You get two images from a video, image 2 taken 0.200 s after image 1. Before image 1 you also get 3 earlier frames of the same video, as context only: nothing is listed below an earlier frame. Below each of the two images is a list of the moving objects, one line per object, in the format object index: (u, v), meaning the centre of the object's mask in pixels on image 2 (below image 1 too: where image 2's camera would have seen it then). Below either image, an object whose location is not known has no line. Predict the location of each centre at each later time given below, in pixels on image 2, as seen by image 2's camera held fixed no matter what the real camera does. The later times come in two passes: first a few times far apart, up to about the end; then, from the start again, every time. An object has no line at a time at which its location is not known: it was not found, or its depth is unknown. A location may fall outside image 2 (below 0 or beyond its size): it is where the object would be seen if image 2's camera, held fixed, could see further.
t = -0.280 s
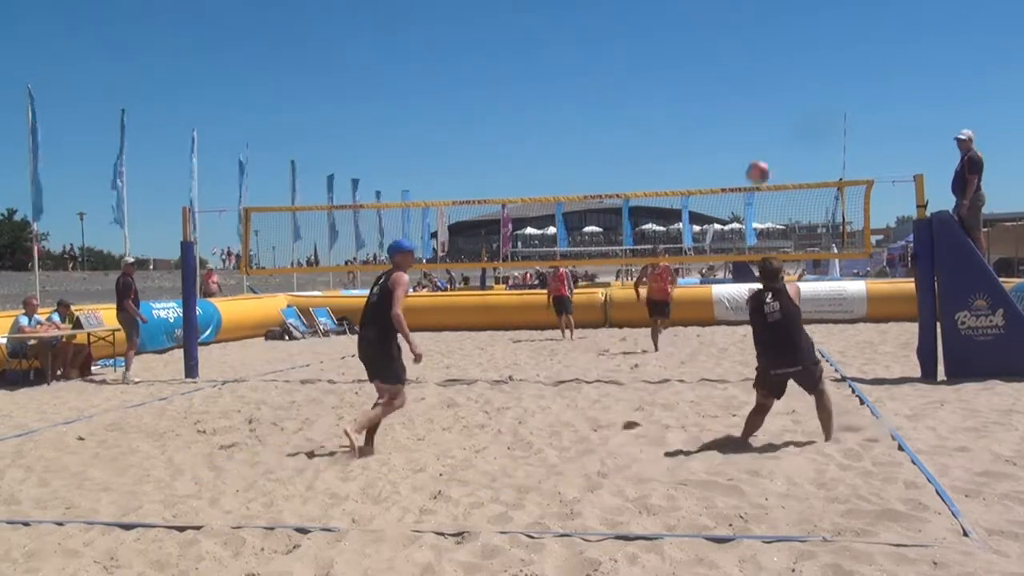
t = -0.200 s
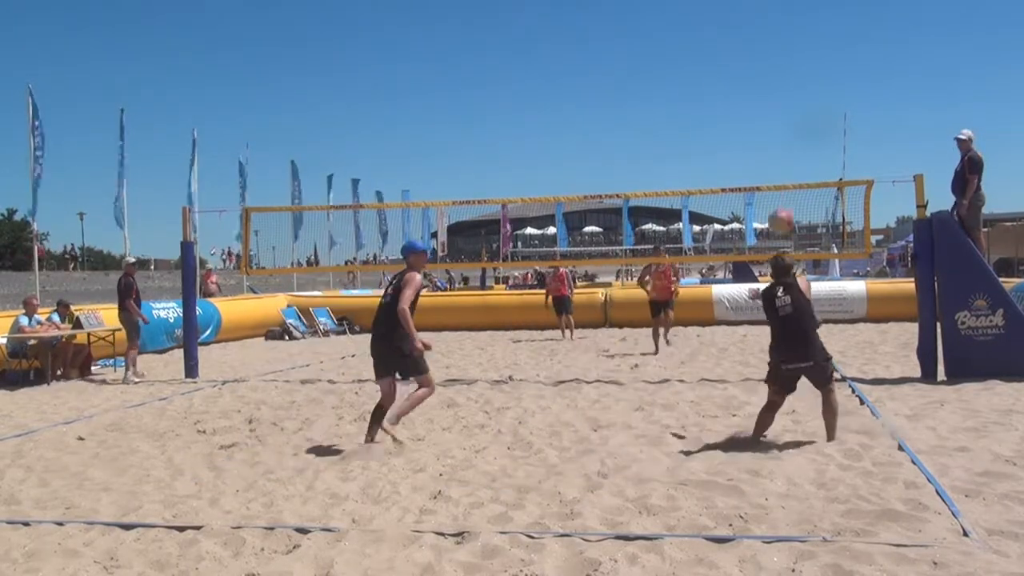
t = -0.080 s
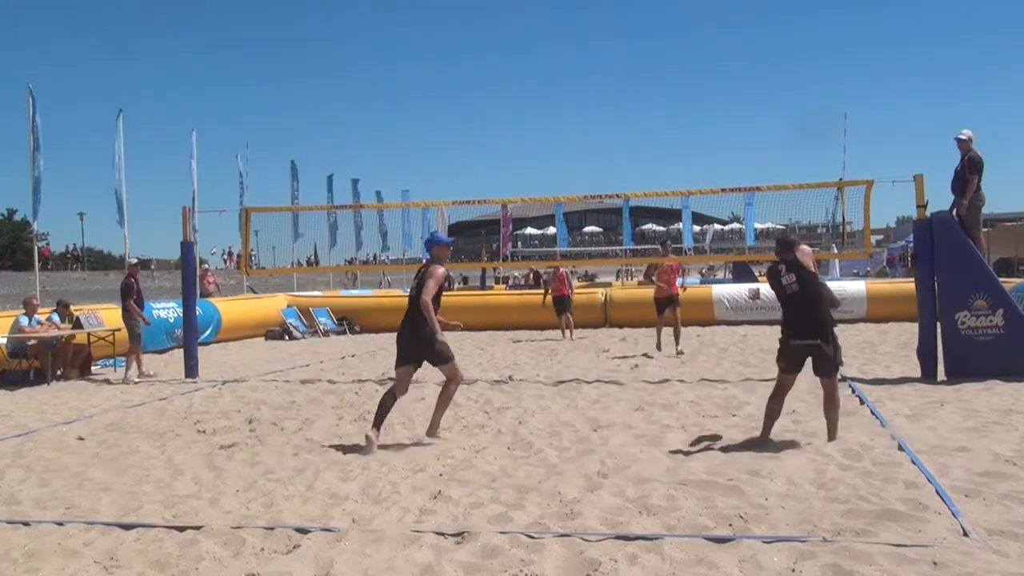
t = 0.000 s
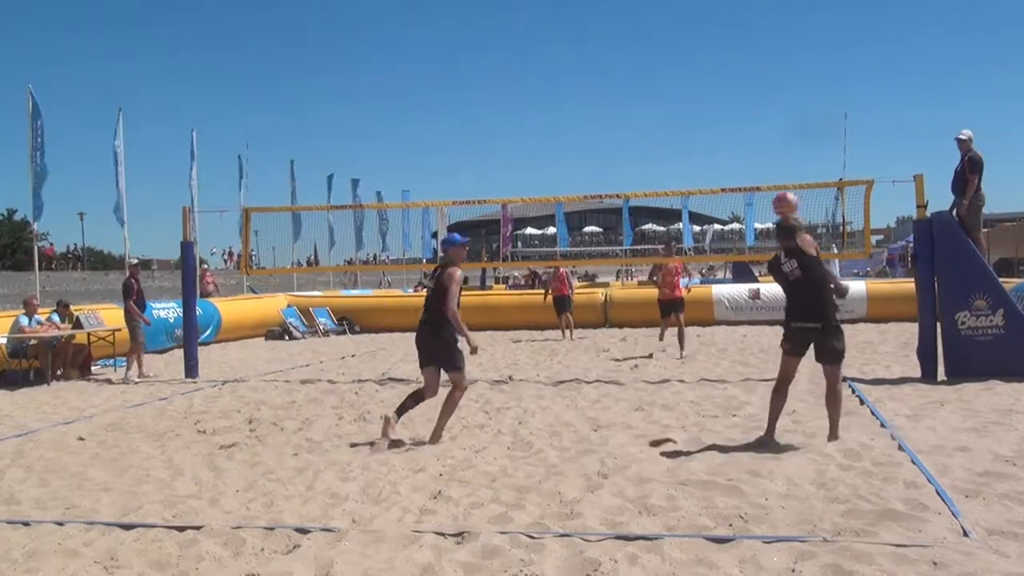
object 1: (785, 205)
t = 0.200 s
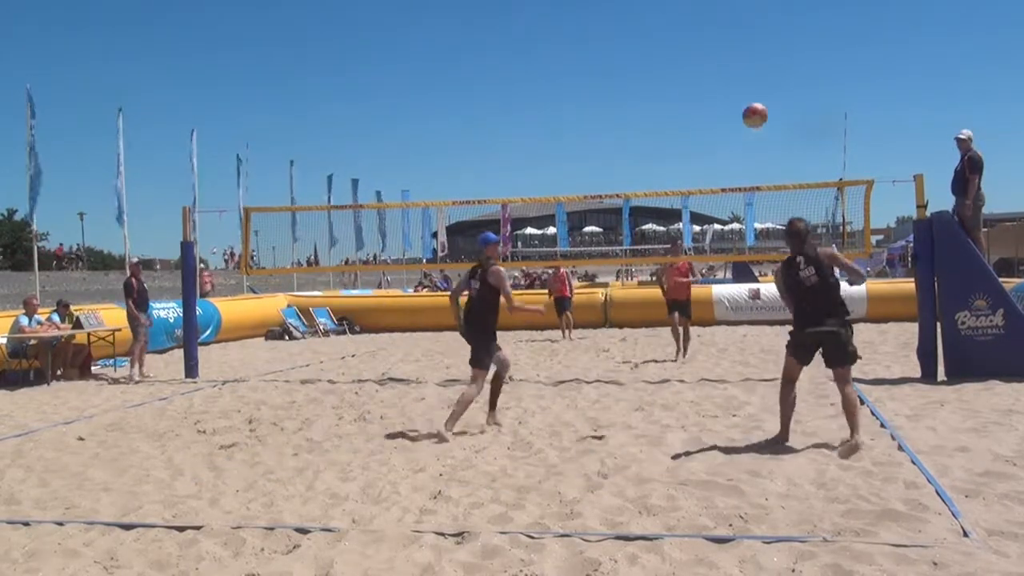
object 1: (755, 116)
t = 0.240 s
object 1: (750, 104)
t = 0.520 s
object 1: (722, 76)
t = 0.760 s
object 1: (706, 114)
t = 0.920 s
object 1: (700, 167)
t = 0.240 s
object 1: (750, 104)
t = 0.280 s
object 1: (744, 95)
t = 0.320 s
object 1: (740, 87)
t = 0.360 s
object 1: (736, 82)
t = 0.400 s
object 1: (732, 78)
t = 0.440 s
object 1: (728, 76)
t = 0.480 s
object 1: (725, 75)
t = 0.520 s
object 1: (722, 76)
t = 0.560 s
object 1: (718, 78)
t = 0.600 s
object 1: (716, 82)
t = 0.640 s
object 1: (713, 88)
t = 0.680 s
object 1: (710, 95)
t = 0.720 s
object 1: (708, 104)
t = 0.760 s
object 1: (706, 114)
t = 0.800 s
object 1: (705, 126)
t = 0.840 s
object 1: (703, 138)
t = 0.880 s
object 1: (701, 153)
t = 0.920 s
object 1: (700, 167)
